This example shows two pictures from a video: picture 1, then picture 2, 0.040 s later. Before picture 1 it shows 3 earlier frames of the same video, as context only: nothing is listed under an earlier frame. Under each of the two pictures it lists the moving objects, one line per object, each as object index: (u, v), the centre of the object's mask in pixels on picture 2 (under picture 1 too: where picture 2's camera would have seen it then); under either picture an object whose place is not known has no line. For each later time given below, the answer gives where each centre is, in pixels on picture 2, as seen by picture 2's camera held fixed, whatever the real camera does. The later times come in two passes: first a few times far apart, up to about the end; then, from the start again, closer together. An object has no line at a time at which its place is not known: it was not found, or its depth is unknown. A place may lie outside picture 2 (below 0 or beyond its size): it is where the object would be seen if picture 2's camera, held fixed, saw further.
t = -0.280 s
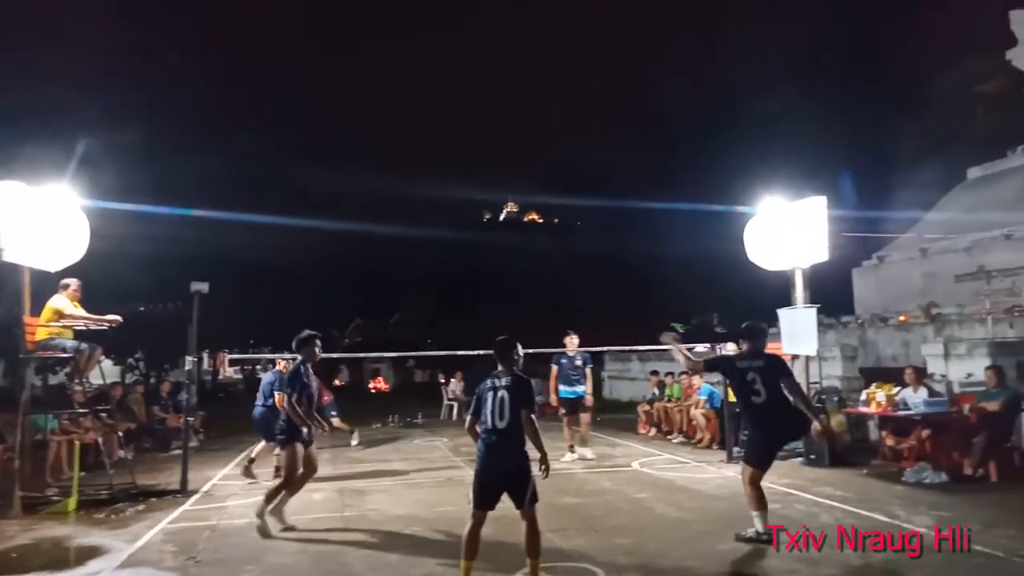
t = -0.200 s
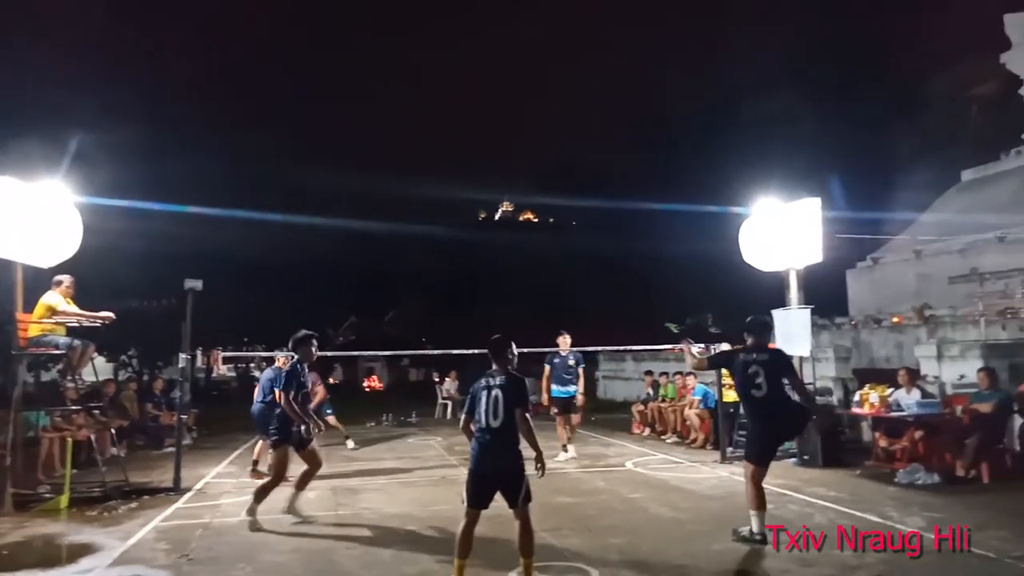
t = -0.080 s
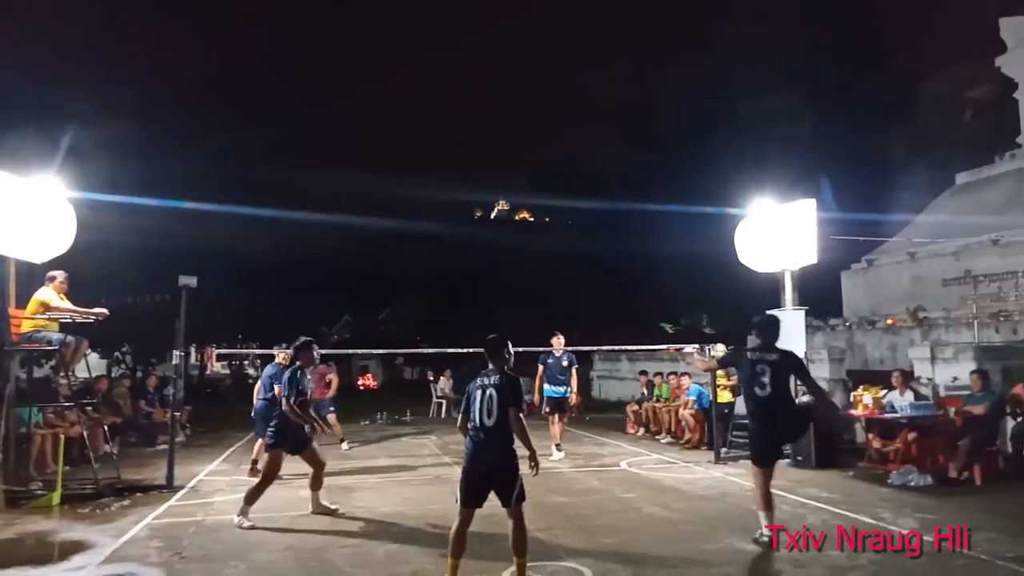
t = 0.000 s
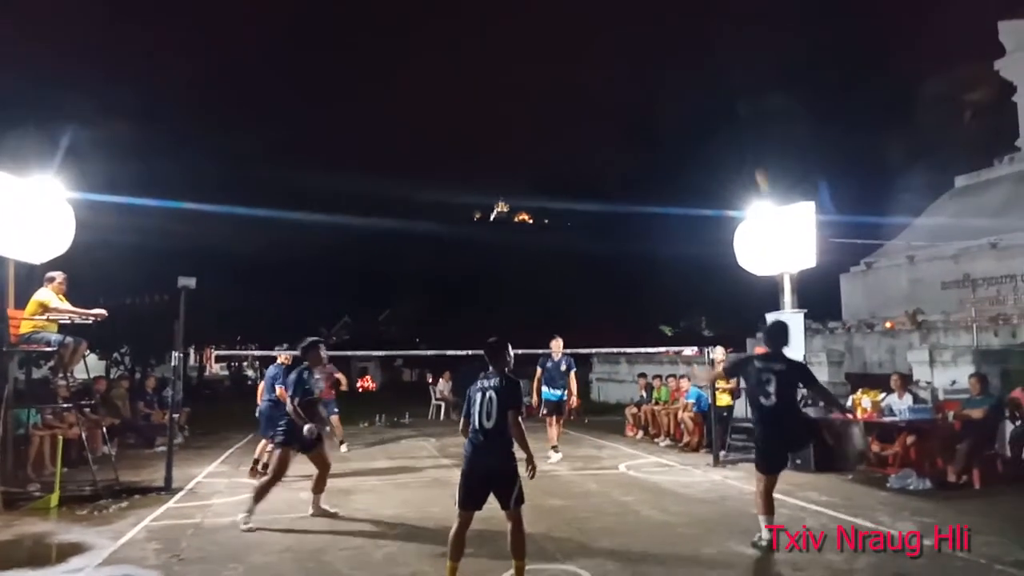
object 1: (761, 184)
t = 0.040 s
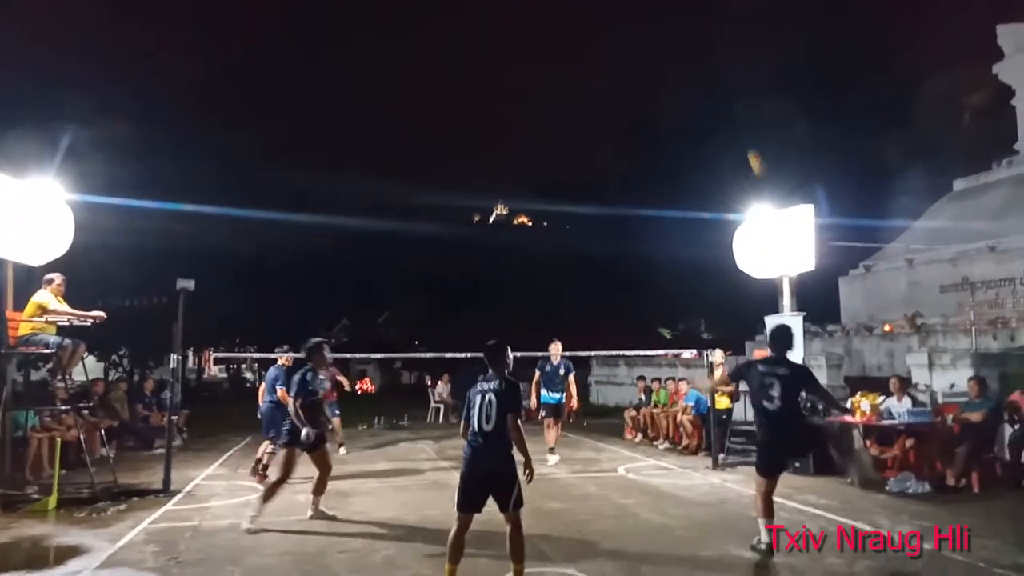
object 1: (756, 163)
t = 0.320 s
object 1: (716, 61)
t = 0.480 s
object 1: (697, 42)
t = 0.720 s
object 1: (674, 52)
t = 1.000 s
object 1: (652, 115)
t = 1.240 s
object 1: (638, 204)
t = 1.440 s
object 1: (628, 301)
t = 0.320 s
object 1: (716, 61)
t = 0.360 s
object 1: (712, 54)
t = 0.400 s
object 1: (707, 49)
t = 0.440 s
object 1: (702, 45)
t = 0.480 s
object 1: (697, 42)
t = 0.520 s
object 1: (693, 41)
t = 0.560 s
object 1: (689, 41)
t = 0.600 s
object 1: (685, 42)
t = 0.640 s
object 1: (681, 44)
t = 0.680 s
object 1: (677, 48)
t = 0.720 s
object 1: (674, 52)
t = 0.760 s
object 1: (670, 58)
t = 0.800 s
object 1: (667, 65)
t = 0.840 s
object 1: (664, 73)
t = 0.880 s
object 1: (661, 82)
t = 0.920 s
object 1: (658, 93)
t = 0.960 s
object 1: (655, 103)
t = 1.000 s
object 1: (652, 115)
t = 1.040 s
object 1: (649, 128)
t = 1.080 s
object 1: (647, 141)
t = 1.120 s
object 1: (644, 156)
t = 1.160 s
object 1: (642, 172)
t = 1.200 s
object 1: (640, 187)
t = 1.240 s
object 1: (638, 204)
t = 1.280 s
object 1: (635, 222)
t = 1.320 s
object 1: (633, 240)
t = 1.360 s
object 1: (631, 260)
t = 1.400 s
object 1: (629, 280)
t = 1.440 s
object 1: (628, 301)
